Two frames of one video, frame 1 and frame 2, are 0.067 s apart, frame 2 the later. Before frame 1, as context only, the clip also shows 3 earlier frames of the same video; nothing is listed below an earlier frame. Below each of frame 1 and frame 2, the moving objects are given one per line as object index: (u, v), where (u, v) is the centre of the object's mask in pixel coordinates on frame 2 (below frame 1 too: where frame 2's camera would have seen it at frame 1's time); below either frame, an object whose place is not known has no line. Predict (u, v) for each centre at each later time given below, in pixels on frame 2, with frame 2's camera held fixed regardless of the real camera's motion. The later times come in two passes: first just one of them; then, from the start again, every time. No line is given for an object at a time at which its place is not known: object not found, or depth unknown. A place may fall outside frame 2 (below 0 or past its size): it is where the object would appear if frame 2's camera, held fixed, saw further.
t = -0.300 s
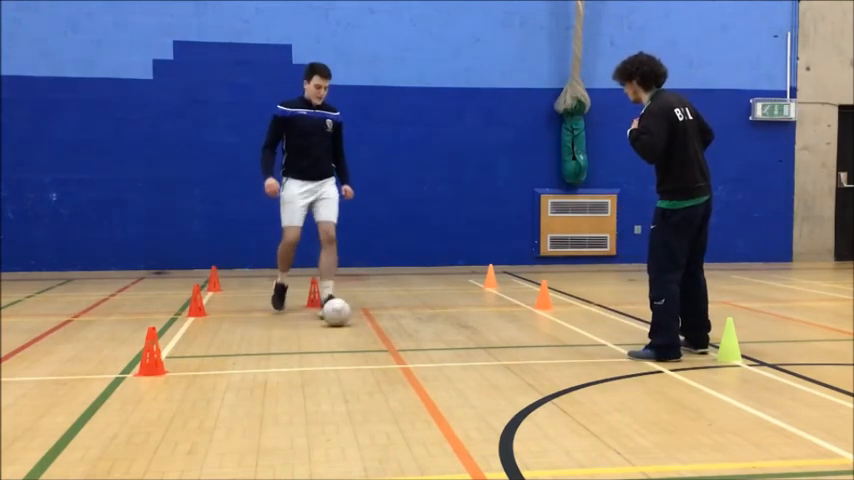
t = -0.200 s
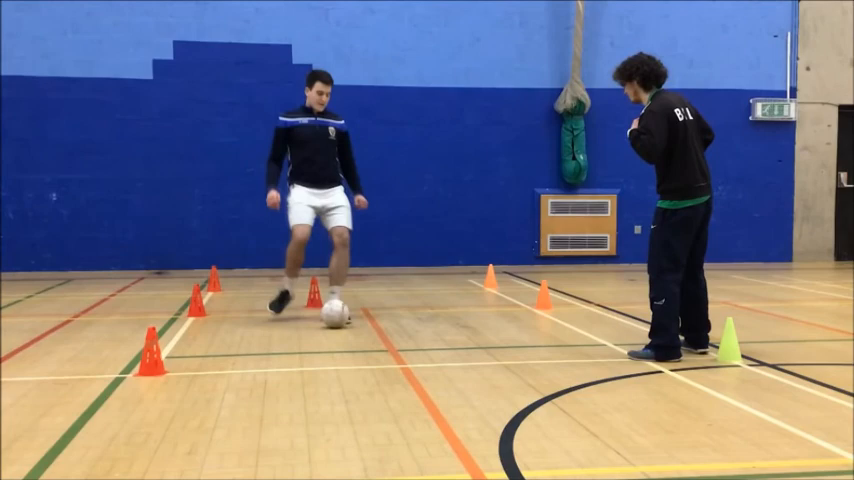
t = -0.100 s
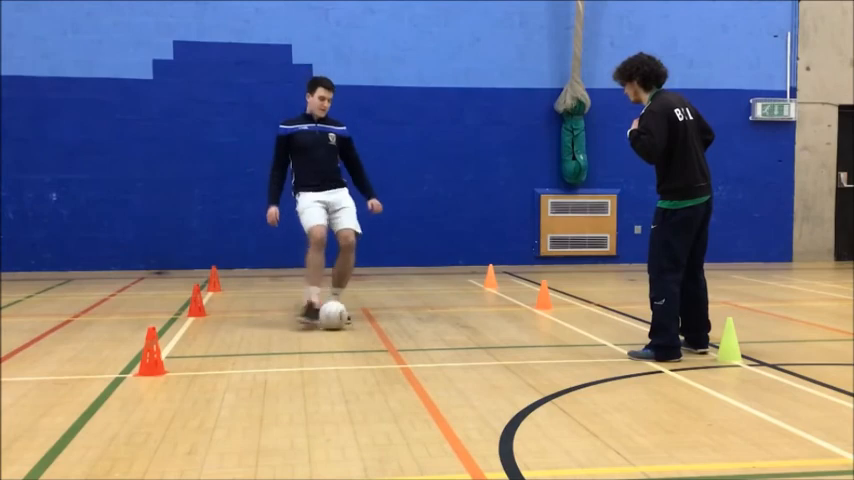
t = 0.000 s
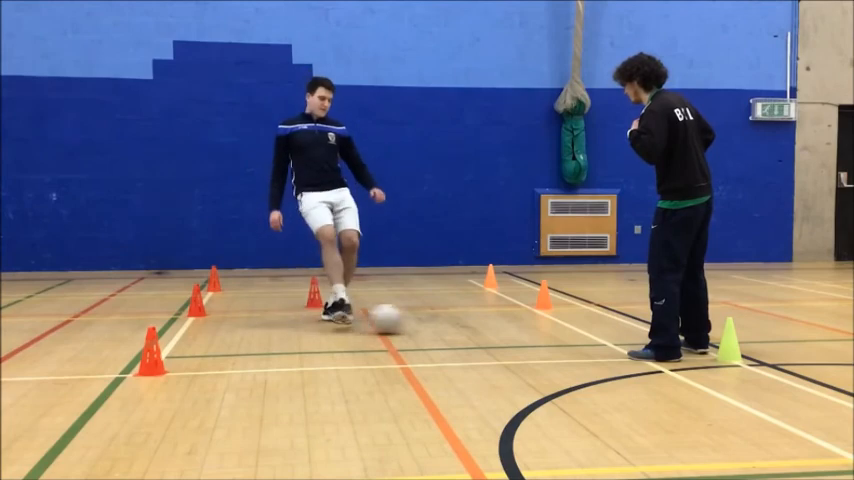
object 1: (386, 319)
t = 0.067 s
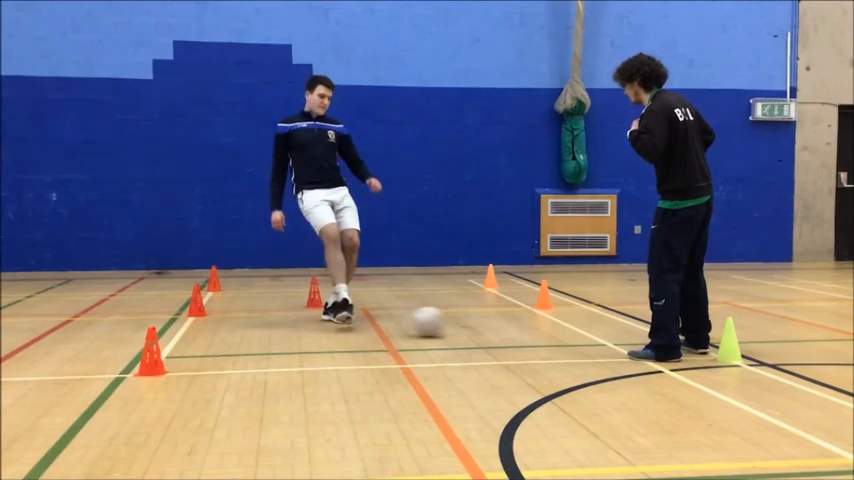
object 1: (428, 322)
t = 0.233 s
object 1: (523, 329)
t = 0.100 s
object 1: (447, 323)
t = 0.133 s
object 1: (468, 325)
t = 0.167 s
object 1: (485, 326)
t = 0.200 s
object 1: (505, 327)
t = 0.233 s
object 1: (523, 329)
